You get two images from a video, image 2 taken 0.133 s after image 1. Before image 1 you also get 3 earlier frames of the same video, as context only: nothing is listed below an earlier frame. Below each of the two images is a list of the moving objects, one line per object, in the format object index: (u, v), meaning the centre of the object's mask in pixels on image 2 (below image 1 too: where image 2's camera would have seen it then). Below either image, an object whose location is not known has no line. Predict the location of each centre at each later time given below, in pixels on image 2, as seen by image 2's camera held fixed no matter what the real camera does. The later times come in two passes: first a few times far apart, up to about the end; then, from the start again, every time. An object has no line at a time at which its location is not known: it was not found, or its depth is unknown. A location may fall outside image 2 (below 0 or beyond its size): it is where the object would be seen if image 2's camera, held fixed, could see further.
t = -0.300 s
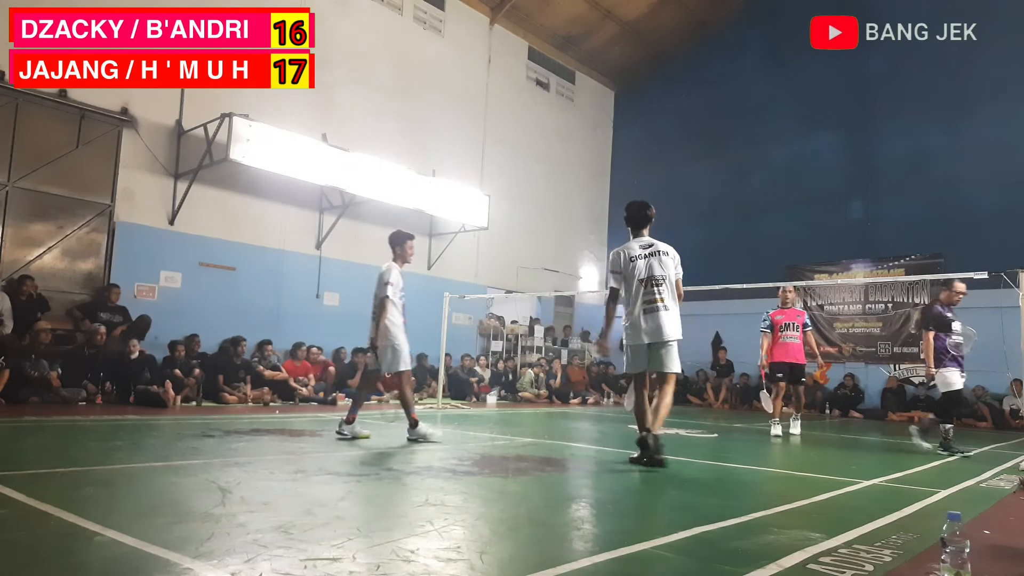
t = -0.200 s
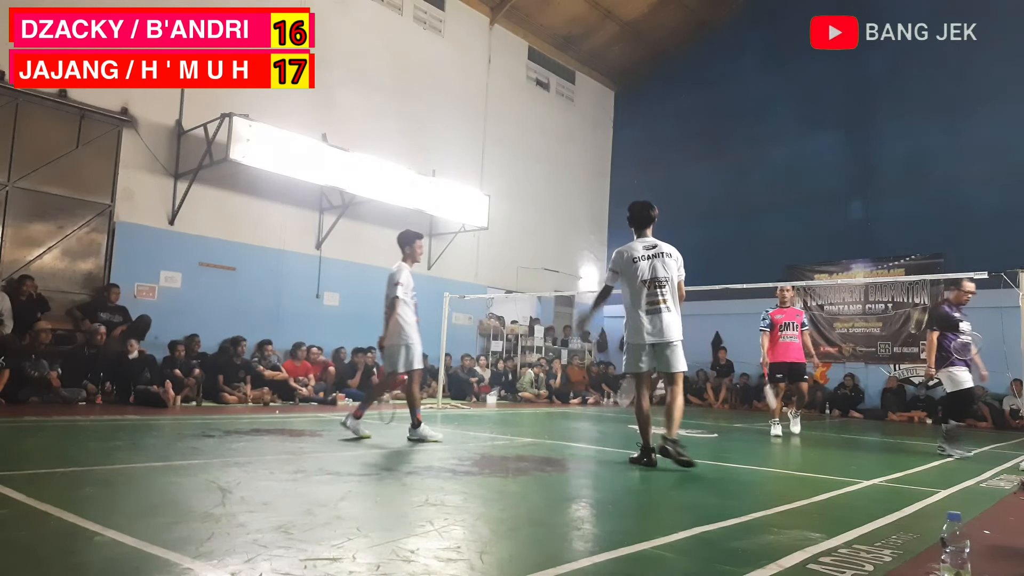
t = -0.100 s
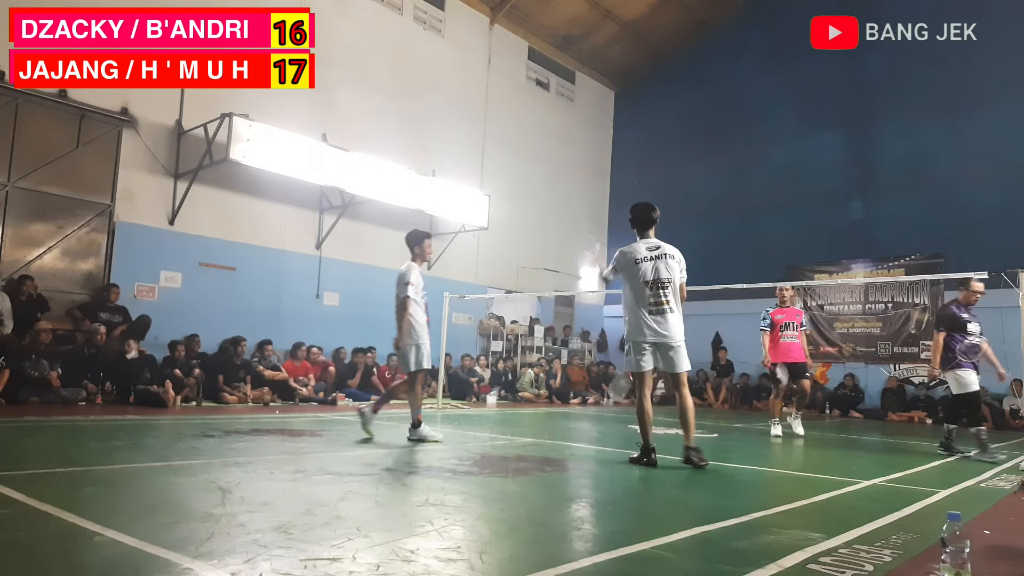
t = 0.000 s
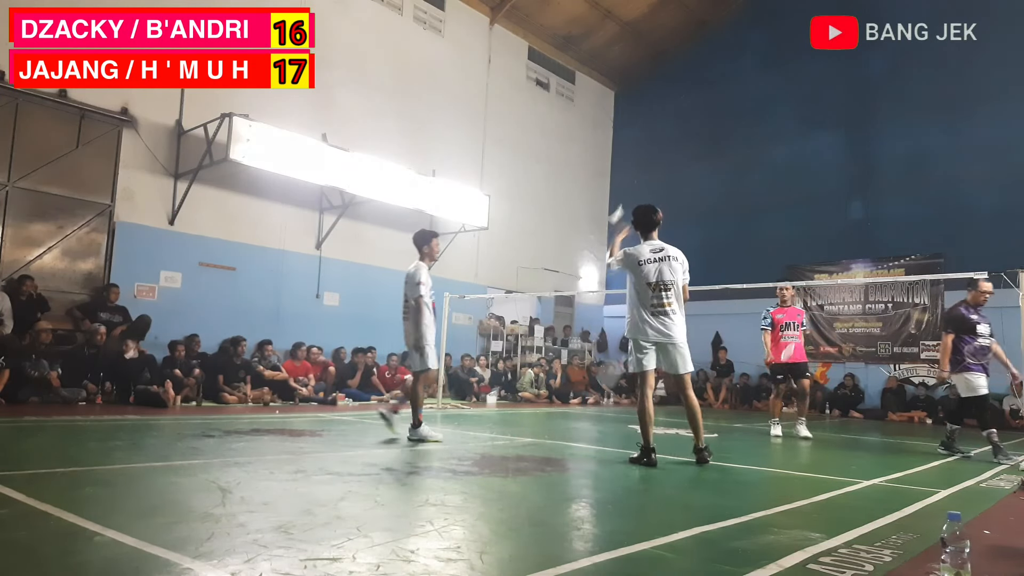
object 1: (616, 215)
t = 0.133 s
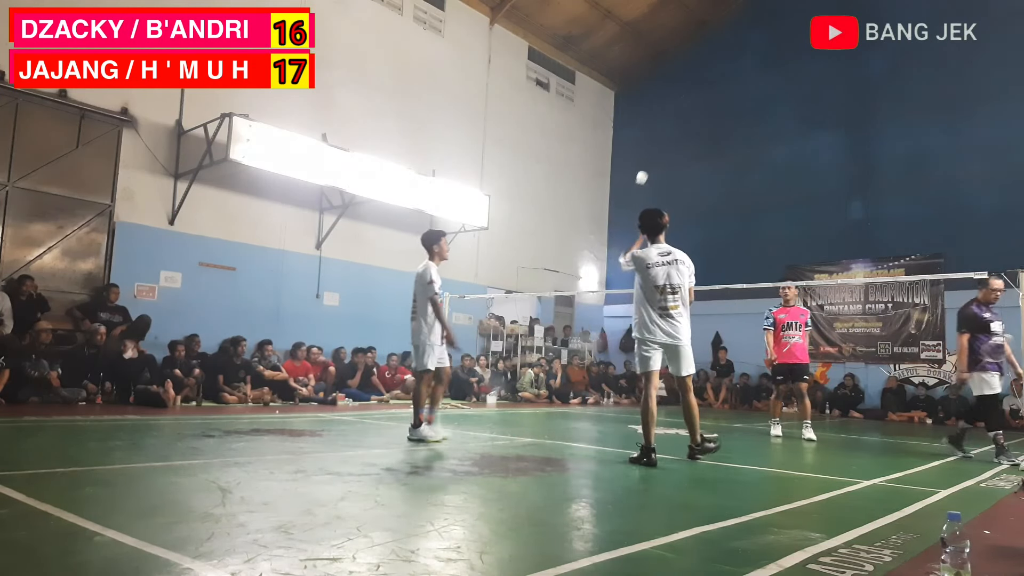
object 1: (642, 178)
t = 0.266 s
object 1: (656, 171)
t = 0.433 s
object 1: (674, 191)
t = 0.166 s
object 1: (645, 173)
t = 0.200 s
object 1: (648, 171)
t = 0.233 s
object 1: (652, 171)
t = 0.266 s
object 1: (656, 171)
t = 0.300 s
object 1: (659, 172)
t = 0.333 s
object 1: (663, 175)
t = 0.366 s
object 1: (667, 180)
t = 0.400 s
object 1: (671, 185)
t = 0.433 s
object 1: (674, 191)
